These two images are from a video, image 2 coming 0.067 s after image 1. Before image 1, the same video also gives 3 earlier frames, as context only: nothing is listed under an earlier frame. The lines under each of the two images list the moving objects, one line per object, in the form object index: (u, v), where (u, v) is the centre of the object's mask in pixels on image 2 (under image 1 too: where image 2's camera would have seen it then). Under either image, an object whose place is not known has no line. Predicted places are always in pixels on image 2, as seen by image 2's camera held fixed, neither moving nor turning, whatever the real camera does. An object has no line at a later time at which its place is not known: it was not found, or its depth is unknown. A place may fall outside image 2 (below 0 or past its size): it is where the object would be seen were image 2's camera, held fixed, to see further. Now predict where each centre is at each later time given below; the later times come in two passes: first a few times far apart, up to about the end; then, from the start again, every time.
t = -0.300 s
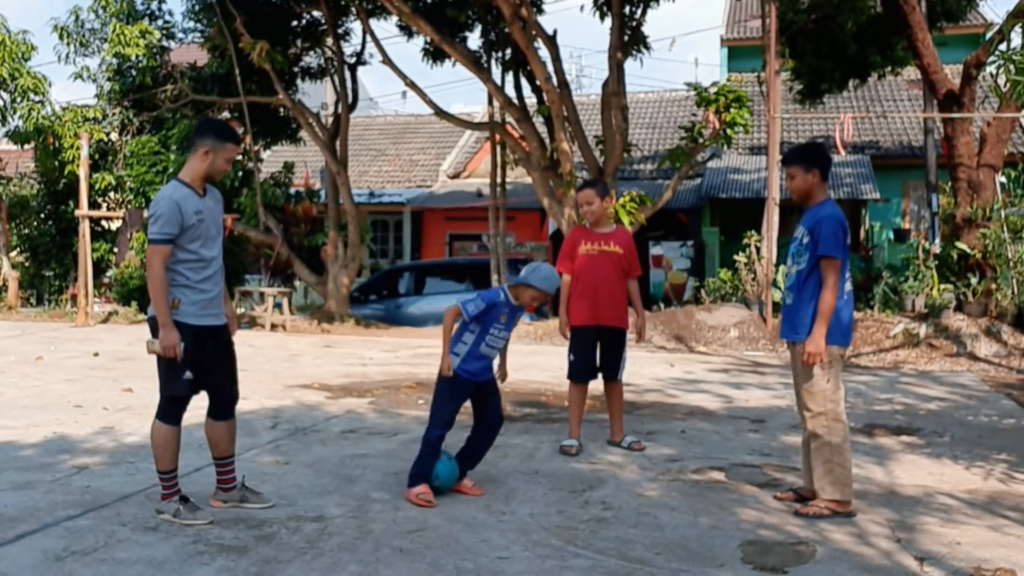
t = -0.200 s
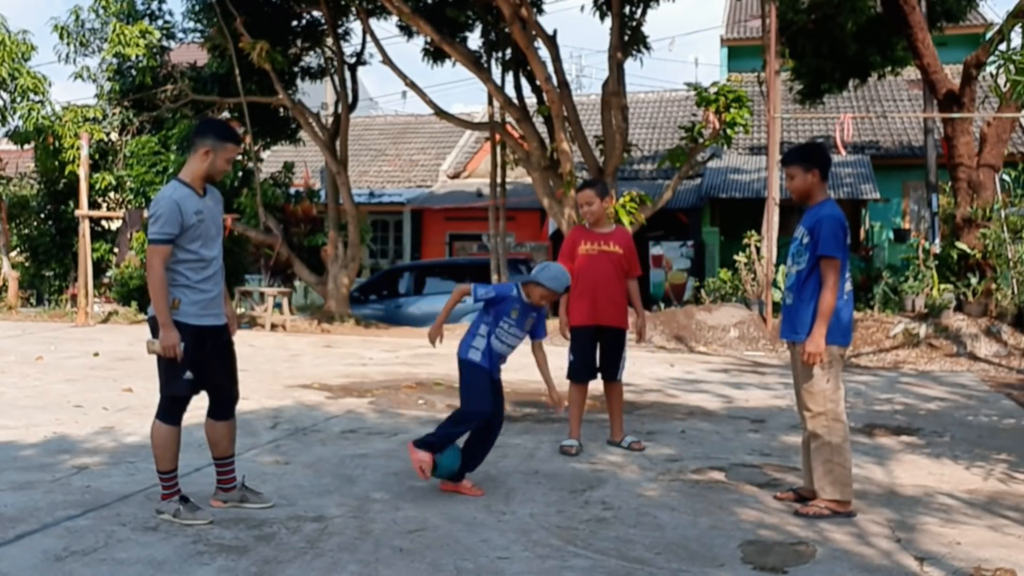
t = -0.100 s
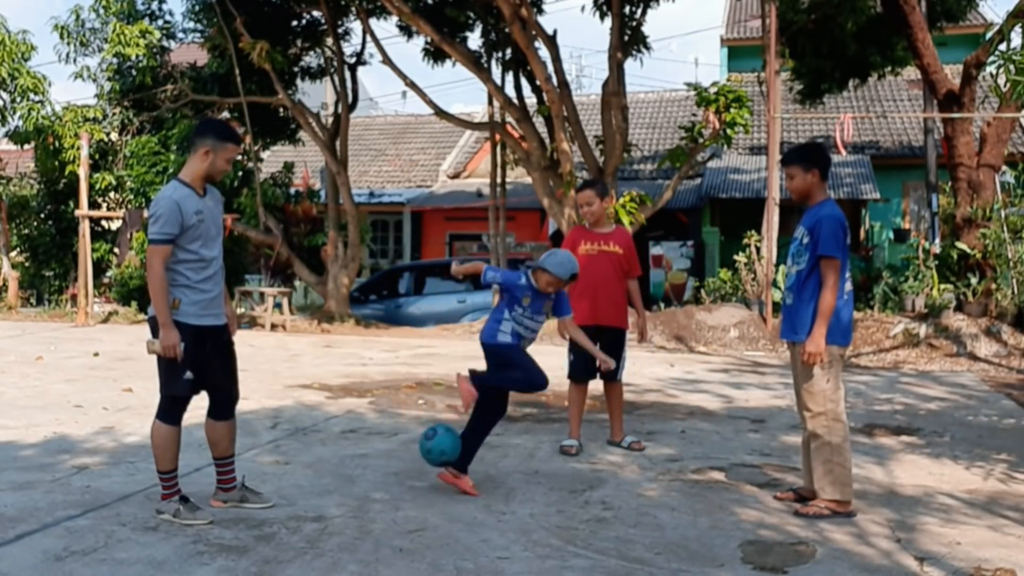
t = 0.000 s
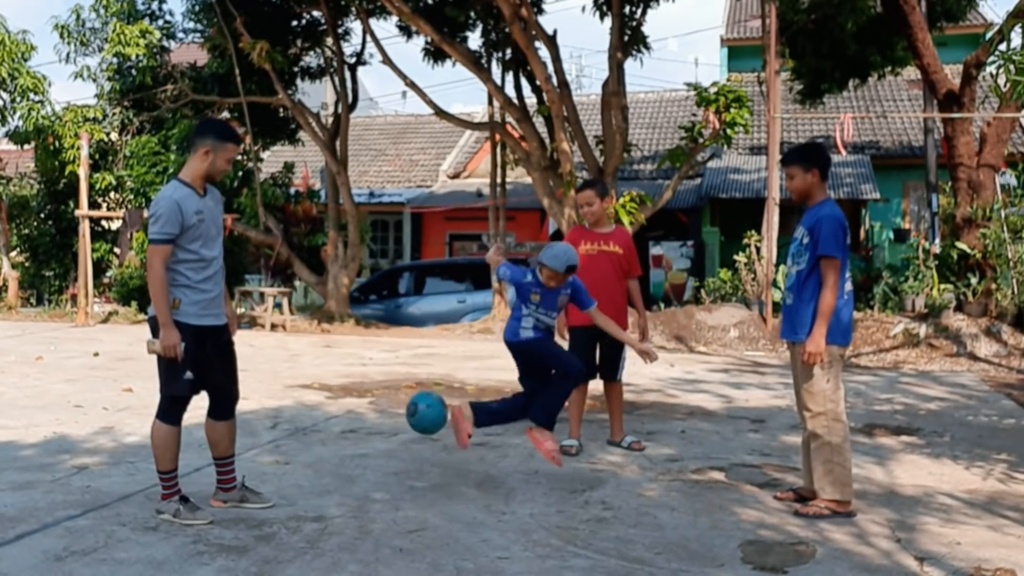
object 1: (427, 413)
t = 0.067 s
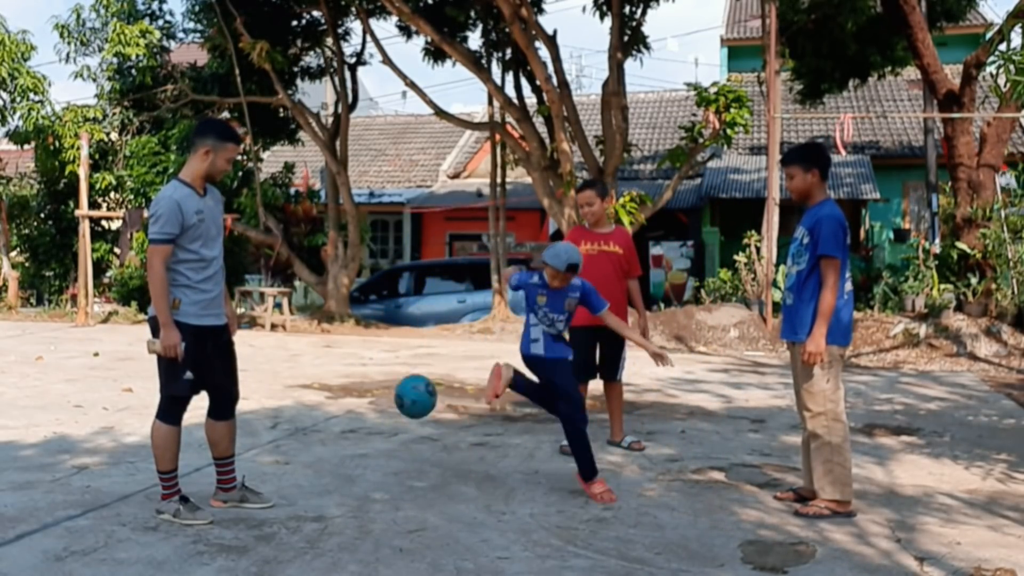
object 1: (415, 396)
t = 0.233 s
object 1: (386, 396)
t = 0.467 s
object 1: (339, 502)
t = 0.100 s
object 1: (410, 392)
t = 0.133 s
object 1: (404, 389)
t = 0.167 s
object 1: (398, 389)
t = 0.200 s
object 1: (392, 391)
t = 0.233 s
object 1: (386, 396)
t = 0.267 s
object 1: (380, 404)
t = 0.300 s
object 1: (373, 414)
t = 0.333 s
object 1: (367, 427)
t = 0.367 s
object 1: (360, 443)
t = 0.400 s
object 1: (353, 461)
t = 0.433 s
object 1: (346, 484)
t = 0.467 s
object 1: (339, 502)
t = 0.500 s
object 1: (334, 493)
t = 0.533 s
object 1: (328, 487)
